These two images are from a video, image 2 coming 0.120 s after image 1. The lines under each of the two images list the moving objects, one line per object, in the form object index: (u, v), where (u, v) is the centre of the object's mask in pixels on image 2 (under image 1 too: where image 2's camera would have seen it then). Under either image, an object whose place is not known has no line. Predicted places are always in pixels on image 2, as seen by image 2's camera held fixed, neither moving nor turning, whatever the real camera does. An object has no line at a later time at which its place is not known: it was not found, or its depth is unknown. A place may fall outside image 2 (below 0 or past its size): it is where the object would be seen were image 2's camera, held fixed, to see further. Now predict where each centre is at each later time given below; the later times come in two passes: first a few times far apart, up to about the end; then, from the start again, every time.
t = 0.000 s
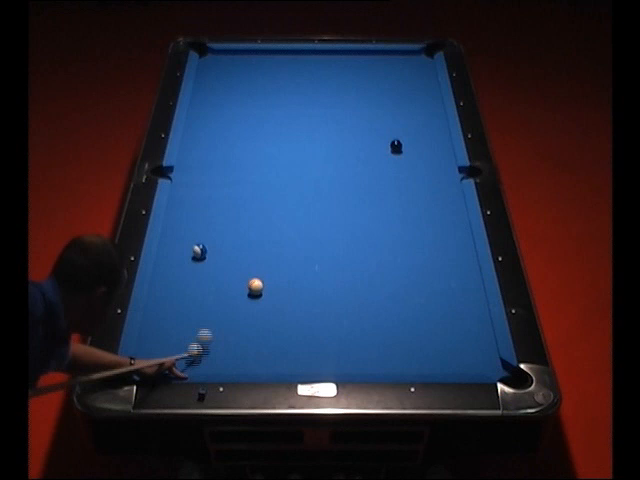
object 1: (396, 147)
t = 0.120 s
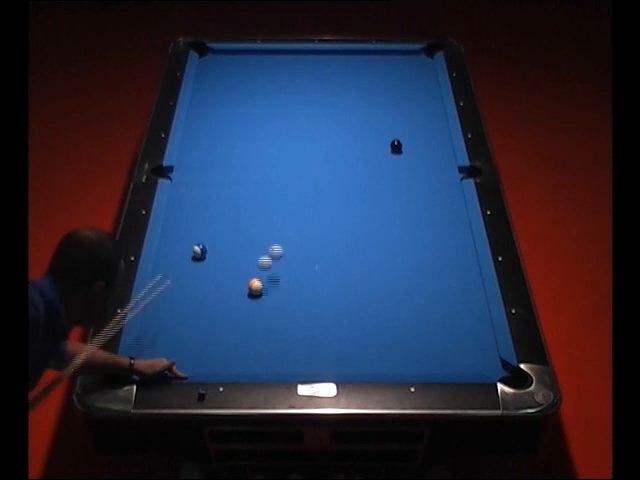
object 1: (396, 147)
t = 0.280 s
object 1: (396, 147)
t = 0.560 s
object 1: (398, 102)
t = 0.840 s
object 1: (402, 58)
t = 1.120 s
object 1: (418, 90)
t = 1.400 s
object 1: (436, 121)
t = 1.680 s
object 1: (445, 152)
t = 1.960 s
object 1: (445, 183)
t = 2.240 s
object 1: (444, 217)
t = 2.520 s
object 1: (444, 255)
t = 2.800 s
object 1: (444, 294)
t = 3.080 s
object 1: (444, 337)
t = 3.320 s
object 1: (443, 366)
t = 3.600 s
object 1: (432, 344)
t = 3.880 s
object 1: (421, 322)
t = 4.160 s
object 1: (412, 302)
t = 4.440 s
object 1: (404, 284)
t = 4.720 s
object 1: (396, 268)
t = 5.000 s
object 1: (390, 253)
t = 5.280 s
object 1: (385, 241)
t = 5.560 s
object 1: (380, 229)
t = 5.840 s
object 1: (375, 219)
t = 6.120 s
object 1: (371, 210)
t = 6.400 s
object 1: (368, 202)
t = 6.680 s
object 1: (364, 195)
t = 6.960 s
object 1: (361, 189)
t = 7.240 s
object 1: (359, 184)
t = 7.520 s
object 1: (357, 180)
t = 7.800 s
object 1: (355, 177)
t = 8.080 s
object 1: (353, 175)
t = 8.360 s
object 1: (352, 173)
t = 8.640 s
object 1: (351, 172)
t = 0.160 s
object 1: (396, 147)
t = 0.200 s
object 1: (396, 147)
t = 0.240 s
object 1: (396, 147)
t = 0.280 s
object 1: (396, 147)
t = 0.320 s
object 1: (396, 147)
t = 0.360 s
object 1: (396, 147)
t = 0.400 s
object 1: (396, 143)
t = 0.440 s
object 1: (396, 134)
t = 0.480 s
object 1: (397, 123)
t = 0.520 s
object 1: (397, 112)
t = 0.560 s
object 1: (398, 102)
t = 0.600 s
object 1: (398, 92)
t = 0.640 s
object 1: (398, 83)
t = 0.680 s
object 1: (399, 75)
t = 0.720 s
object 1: (399, 66)
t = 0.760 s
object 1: (400, 59)
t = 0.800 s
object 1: (400, 55)
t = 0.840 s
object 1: (402, 58)
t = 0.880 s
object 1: (405, 64)
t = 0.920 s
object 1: (407, 69)
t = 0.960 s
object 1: (409, 73)
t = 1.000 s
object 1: (411, 78)
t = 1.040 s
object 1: (414, 82)
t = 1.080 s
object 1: (416, 86)
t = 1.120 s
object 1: (418, 90)
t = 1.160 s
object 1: (421, 95)
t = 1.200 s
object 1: (423, 99)
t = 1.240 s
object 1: (426, 104)
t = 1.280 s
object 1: (428, 108)
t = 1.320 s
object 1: (430, 112)
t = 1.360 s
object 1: (433, 117)
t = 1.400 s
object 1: (436, 121)
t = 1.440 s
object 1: (438, 126)
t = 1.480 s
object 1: (441, 130)
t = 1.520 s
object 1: (443, 135)
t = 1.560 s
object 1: (445, 139)
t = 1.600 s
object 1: (445, 143)
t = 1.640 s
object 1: (445, 148)
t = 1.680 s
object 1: (445, 152)
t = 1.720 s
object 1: (445, 156)
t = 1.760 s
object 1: (445, 161)
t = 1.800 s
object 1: (445, 165)
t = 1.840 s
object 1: (445, 170)
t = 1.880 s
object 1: (445, 174)
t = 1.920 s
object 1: (445, 178)
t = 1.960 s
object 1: (445, 183)
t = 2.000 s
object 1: (445, 188)
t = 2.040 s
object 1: (444, 193)
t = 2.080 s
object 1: (444, 197)
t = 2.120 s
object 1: (444, 203)
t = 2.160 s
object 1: (444, 208)
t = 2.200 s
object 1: (444, 213)
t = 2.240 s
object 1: (444, 217)
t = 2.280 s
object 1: (444, 223)
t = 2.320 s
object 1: (444, 228)
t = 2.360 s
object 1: (444, 233)
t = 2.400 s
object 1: (444, 238)
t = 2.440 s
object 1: (444, 243)
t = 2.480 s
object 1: (444, 249)
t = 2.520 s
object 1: (444, 255)
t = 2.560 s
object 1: (444, 260)
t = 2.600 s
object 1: (444, 265)
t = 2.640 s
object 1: (444, 271)
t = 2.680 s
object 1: (444, 277)
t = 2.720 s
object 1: (444, 283)
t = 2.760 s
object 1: (444, 289)
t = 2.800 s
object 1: (444, 294)
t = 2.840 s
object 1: (445, 300)
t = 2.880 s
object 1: (444, 306)
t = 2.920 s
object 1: (445, 312)
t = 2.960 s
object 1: (445, 318)
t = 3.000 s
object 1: (445, 325)
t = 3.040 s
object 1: (444, 331)
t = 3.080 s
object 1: (444, 337)
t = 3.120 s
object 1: (444, 344)
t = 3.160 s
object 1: (444, 350)
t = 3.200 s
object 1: (444, 357)
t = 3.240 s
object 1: (444, 363)
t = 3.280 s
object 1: (444, 366)
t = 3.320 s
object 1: (443, 366)
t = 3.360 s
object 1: (441, 364)
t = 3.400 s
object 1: (440, 362)
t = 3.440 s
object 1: (438, 358)
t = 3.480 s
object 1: (436, 355)
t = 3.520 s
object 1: (435, 352)
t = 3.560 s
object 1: (434, 348)
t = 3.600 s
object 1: (432, 344)
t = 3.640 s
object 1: (430, 341)
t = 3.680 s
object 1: (428, 338)
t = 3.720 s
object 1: (427, 335)
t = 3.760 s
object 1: (426, 332)
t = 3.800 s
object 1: (424, 328)
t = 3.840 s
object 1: (423, 325)
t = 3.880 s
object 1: (421, 322)
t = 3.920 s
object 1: (420, 319)
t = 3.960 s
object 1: (419, 316)
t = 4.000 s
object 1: (417, 313)
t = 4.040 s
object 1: (416, 310)
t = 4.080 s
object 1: (414, 307)
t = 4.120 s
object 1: (413, 305)
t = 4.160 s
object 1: (412, 302)
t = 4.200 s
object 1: (411, 300)
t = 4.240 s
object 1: (410, 297)
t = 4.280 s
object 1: (408, 295)
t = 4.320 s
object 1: (407, 292)
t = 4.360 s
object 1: (406, 289)
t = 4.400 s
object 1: (405, 286)
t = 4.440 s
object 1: (404, 284)
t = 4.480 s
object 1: (403, 282)
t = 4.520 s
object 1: (402, 279)
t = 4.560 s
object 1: (401, 277)
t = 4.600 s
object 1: (400, 274)
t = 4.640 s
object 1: (399, 272)
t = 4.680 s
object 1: (398, 270)
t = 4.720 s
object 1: (396, 268)
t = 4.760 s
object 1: (395, 266)
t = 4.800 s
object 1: (395, 264)
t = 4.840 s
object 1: (394, 262)
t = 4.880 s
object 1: (393, 259)
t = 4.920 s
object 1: (392, 257)
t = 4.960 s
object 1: (391, 255)
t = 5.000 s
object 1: (390, 253)
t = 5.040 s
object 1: (389, 251)
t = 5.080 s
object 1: (388, 250)
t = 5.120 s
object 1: (387, 248)
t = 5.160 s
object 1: (387, 246)
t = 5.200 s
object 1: (386, 244)
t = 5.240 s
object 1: (386, 243)
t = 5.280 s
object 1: (385, 241)
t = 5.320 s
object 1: (384, 239)
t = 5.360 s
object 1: (383, 237)
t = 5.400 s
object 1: (382, 236)
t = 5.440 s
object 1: (382, 234)
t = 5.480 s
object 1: (381, 233)
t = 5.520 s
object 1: (380, 231)
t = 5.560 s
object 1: (380, 229)
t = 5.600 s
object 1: (379, 228)
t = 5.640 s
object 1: (379, 226)
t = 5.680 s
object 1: (378, 225)
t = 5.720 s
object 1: (377, 223)
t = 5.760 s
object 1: (376, 222)
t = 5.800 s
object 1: (376, 220)
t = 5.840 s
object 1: (375, 219)
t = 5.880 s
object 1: (375, 218)
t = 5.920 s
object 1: (374, 217)
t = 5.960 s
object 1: (373, 215)
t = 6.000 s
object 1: (373, 214)
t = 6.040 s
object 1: (372, 212)
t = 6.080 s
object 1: (372, 211)
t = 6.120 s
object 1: (371, 210)
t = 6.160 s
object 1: (371, 209)
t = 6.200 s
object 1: (370, 208)
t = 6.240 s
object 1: (370, 207)
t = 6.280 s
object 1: (369, 205)
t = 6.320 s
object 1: (369, 204)
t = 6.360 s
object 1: (368, 203)
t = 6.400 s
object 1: (368, 202)
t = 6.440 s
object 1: (367, 201)
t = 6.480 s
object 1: (366, 200)
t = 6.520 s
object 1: (366, 199)
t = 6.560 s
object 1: (366, 198)
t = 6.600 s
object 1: (365, 197)
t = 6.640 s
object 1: (365, 196)
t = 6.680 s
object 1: (364, 195)
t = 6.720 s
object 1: (364, 194)
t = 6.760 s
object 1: (363, 193)
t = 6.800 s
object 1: (363, 193)
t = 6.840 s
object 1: (363, 192)
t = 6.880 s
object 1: (362, 191)
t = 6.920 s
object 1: (362, 190)
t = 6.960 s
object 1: (361, 189)
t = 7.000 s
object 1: (361, 188)
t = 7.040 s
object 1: (360, 188)
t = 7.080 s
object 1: (360, 187)
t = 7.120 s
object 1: (360, 186)
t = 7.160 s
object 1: (360, 185)
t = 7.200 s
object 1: (359, 185)
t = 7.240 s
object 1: (359, 184)
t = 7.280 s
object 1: (359, 184)
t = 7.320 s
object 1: (359, 183)
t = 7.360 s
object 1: (358, 183)
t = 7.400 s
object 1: (358, 182)
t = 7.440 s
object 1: (357, 181)
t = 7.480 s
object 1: (357, 181)
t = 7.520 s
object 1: (357, 180)
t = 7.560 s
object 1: (356, 180)
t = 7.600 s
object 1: (356, 180)
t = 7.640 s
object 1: (356, 179)
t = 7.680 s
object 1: (355, 178)
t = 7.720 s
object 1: (355, 178)
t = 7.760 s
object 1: (355, 177)
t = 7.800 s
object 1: (355, 177)
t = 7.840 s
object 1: (354, 176)
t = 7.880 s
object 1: (354, 176)
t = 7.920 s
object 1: (354, 176)
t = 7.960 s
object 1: (354, 176)
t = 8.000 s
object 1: (354, 175)
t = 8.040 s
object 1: (354, 175)
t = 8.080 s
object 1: (353, 175)
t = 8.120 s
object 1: (353, 174)
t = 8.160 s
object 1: (353, 174)
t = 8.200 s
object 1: (353, 174)
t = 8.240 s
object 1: (353, 174)
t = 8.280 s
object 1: (352, 173)
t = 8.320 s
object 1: (352, 173)
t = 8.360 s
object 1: (352, 173)
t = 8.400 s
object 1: (352, 173)
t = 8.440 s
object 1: (352, 173)
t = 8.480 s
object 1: (352, 172)
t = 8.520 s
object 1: (352, 172)
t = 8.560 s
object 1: (352, 172)
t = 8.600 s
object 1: (351, 172)
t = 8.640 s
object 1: (351, 172)
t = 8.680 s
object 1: (351, 172)
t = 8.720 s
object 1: (351, 172)
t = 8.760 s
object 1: (351, 172)
